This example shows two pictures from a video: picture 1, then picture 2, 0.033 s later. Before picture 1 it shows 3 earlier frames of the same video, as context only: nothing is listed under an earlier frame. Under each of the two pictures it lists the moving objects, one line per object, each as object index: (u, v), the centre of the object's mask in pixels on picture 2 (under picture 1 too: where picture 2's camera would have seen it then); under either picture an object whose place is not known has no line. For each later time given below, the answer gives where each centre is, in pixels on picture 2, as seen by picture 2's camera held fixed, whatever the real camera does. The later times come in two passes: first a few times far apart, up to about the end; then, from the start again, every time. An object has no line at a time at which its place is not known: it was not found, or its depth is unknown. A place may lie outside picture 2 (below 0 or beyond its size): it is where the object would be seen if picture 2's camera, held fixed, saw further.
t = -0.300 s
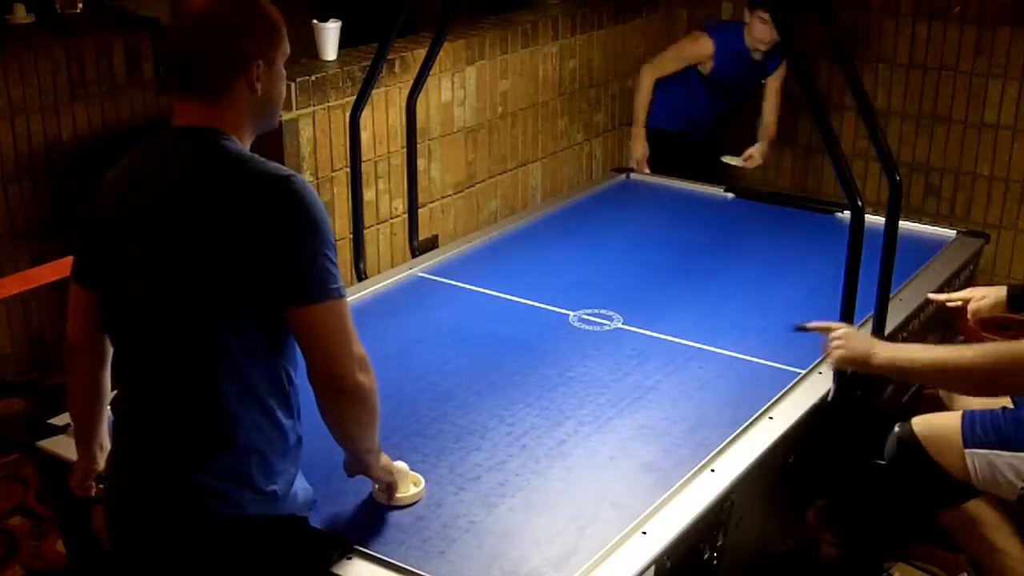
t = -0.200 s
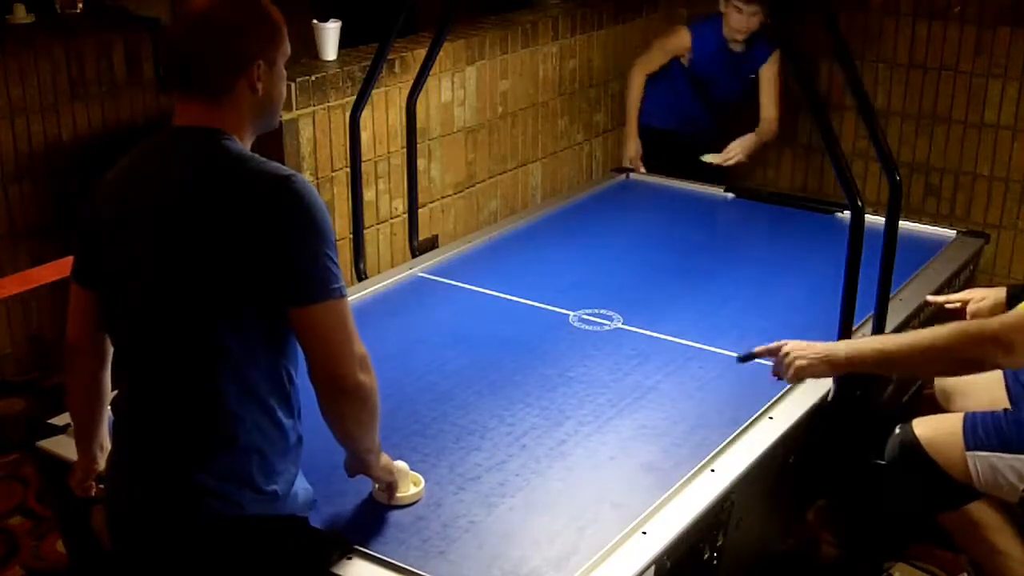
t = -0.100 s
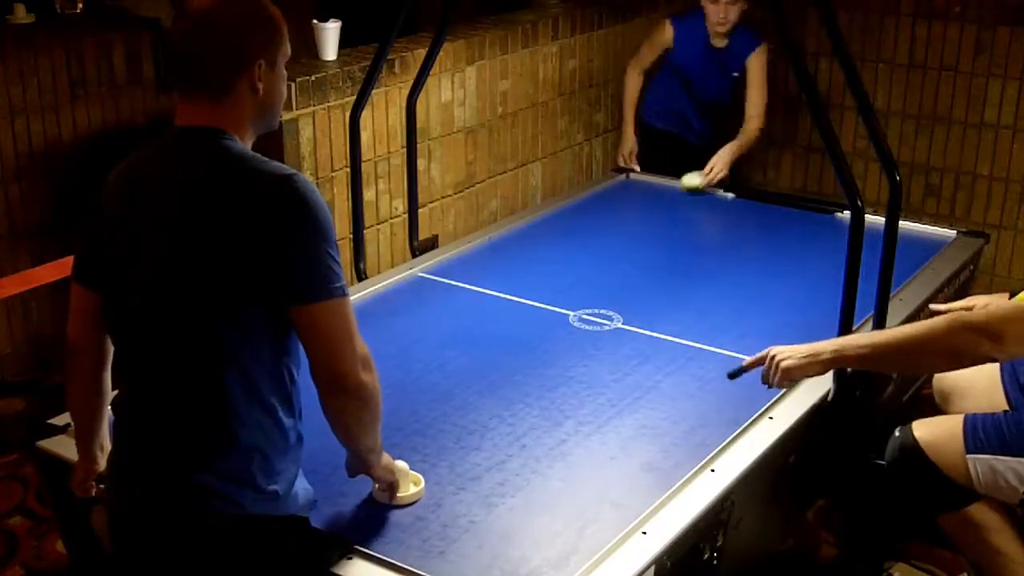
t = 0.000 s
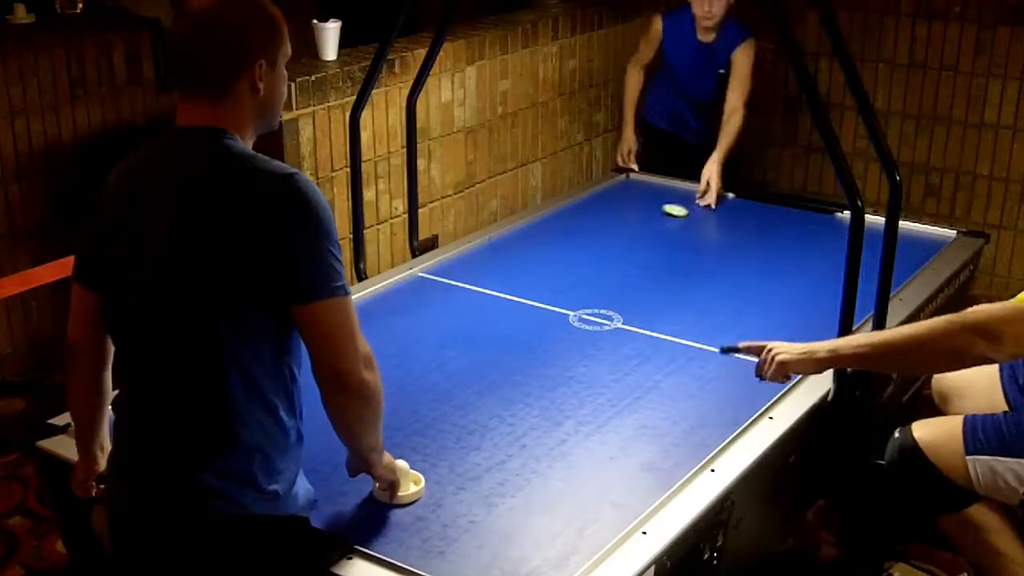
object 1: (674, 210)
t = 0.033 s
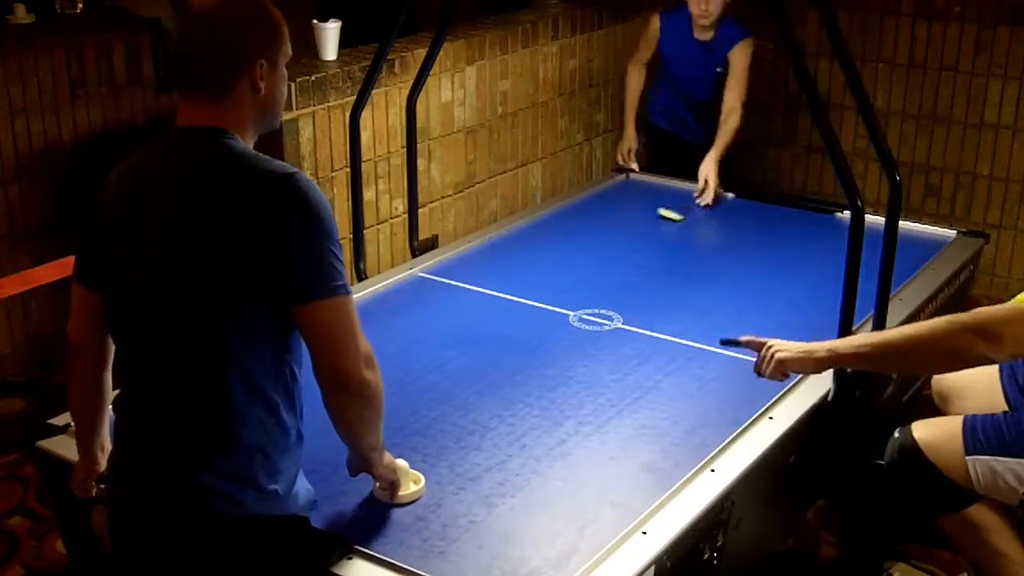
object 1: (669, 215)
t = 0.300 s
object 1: (626, 264)
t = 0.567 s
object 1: (589, 307)
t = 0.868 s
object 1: (550, 353)
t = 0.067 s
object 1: (663, 222)
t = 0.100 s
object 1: (658, 230)
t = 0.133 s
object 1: (653, 235)
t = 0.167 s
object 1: (648, 240)
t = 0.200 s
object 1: (642, 247)
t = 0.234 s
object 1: (637, 252)
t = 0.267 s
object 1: (632, 257)
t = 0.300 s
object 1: (626, 264)
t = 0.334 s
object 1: (621, 269)
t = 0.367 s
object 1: (617, 275)
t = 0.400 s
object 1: (612, 281)
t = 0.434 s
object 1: (607, 287)
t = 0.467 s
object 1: (602, 292)
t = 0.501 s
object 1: (598, 297)
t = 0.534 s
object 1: (593, 302)
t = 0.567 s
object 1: (589, 307)
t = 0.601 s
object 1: (585, 312)
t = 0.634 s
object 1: (579, 318)
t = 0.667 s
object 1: (576, 322)
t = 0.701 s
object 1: (571, 328)
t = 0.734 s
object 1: (566, 333)
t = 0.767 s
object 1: (562, 338)
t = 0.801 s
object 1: (558, 343)
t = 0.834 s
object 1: (554, 348)
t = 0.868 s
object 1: (550, 353)
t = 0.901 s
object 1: (545, 358)
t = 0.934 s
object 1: (542, 363)
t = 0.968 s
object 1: (537, 368)
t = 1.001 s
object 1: (533, 372)
